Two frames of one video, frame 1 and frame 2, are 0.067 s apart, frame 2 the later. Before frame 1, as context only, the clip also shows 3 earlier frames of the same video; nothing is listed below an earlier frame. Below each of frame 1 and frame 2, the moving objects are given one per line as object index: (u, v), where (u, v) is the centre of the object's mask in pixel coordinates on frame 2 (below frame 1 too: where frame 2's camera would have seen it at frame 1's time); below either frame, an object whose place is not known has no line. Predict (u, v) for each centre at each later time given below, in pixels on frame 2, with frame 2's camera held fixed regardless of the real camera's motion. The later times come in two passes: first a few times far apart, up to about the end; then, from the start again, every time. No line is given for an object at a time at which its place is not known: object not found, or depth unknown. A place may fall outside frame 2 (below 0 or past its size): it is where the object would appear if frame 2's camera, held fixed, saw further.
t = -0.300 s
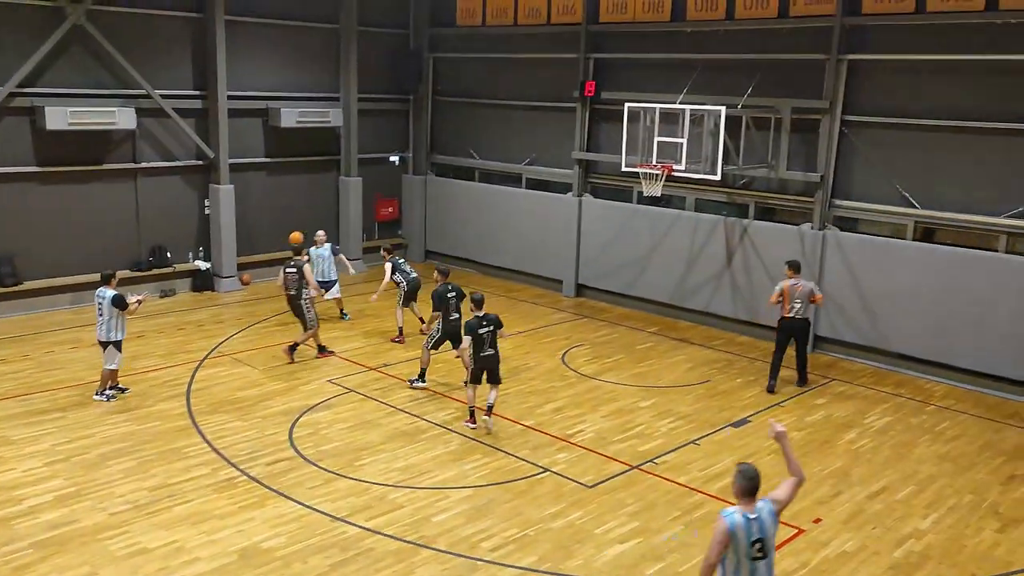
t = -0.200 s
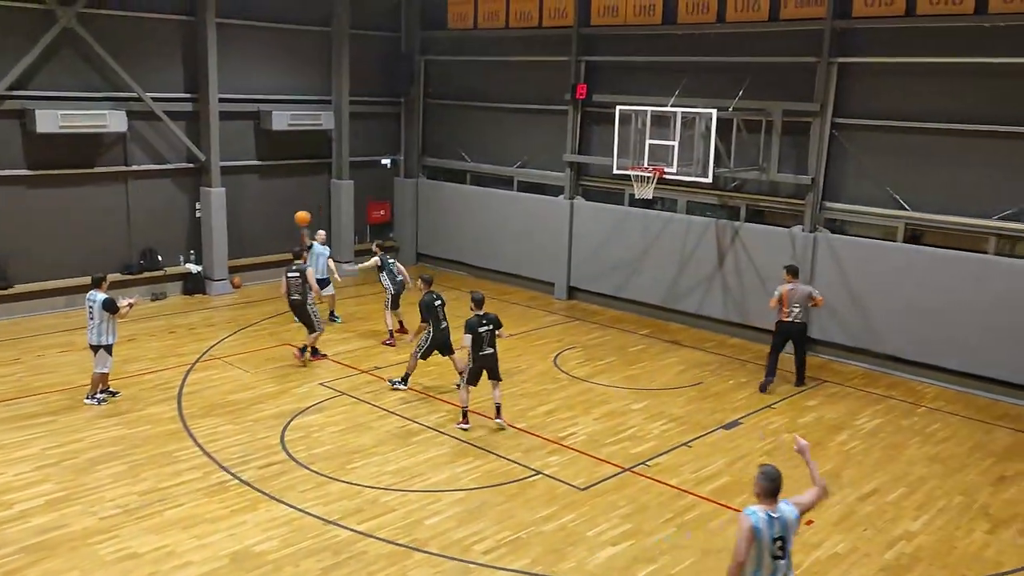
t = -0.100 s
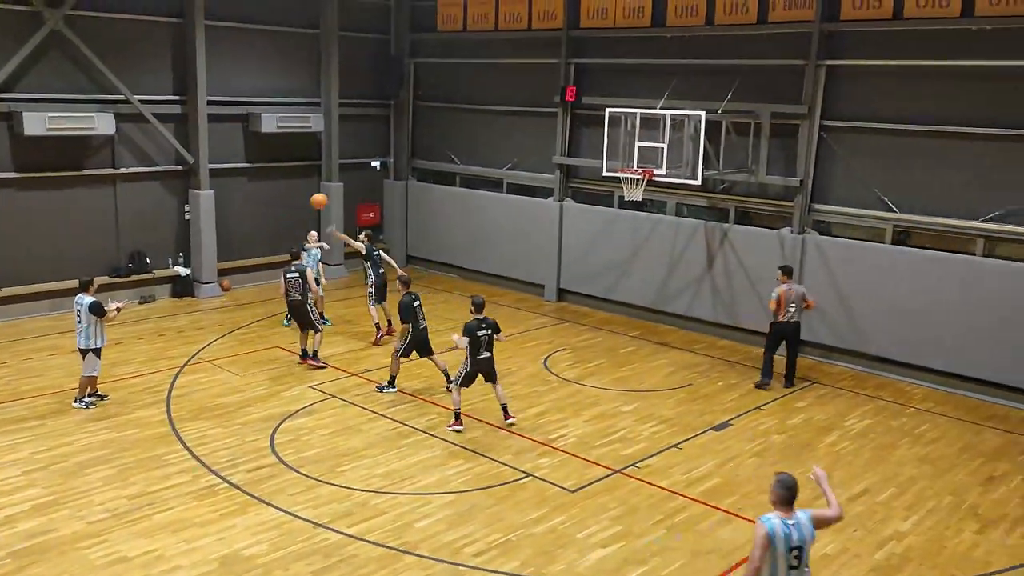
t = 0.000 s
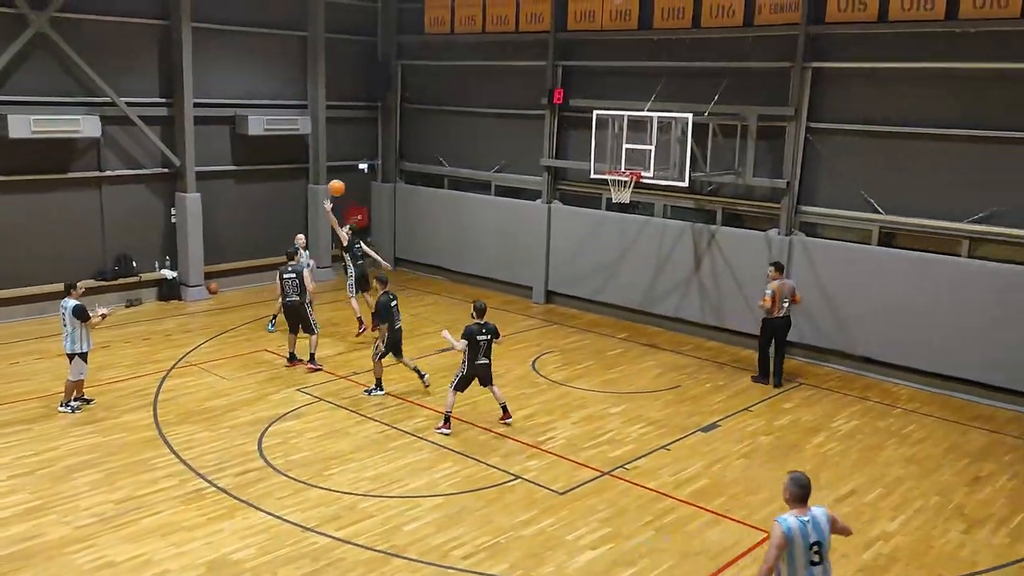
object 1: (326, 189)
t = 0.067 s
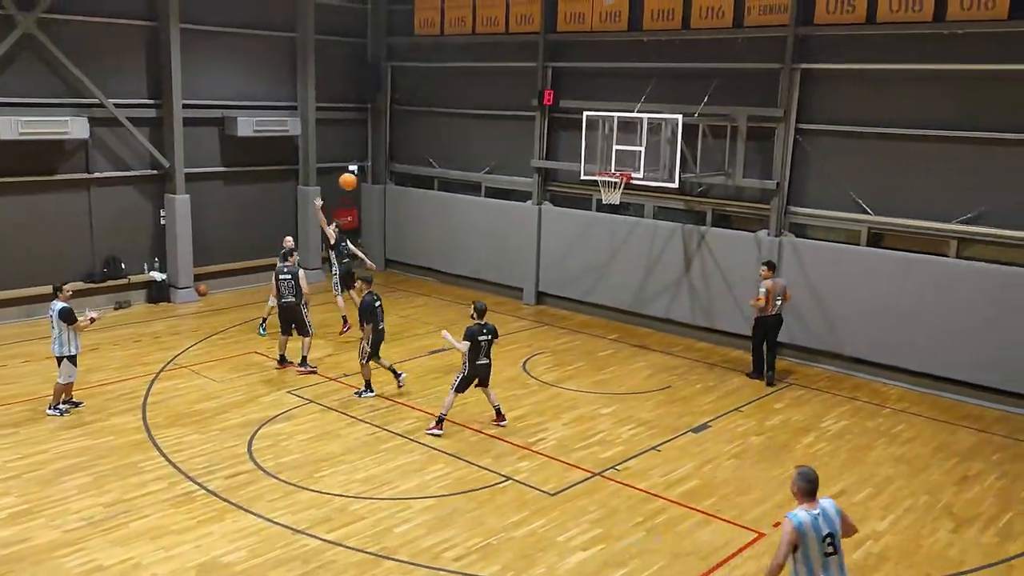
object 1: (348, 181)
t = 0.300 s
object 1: (433, 176)
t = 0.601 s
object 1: (577, 231)
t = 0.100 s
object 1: (358, 179)
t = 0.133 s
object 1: (370, 176)
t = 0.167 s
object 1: (382, 175)
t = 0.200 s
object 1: (394, 174)
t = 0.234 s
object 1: (406, 174)
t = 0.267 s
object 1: (419, 174)
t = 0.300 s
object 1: (433, 176)
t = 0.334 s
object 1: (447, 178)
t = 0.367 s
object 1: (462, 181)
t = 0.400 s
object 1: (477, 185)
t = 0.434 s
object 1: (493, 190)
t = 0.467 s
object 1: (508, 196)
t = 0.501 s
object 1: (524, 203)
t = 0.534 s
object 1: (542, 211)
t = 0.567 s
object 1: (559, 220)
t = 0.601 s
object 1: (577, 231)
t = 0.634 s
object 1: (595, 243)
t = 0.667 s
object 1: (613, 257)
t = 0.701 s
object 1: (634, 272)
